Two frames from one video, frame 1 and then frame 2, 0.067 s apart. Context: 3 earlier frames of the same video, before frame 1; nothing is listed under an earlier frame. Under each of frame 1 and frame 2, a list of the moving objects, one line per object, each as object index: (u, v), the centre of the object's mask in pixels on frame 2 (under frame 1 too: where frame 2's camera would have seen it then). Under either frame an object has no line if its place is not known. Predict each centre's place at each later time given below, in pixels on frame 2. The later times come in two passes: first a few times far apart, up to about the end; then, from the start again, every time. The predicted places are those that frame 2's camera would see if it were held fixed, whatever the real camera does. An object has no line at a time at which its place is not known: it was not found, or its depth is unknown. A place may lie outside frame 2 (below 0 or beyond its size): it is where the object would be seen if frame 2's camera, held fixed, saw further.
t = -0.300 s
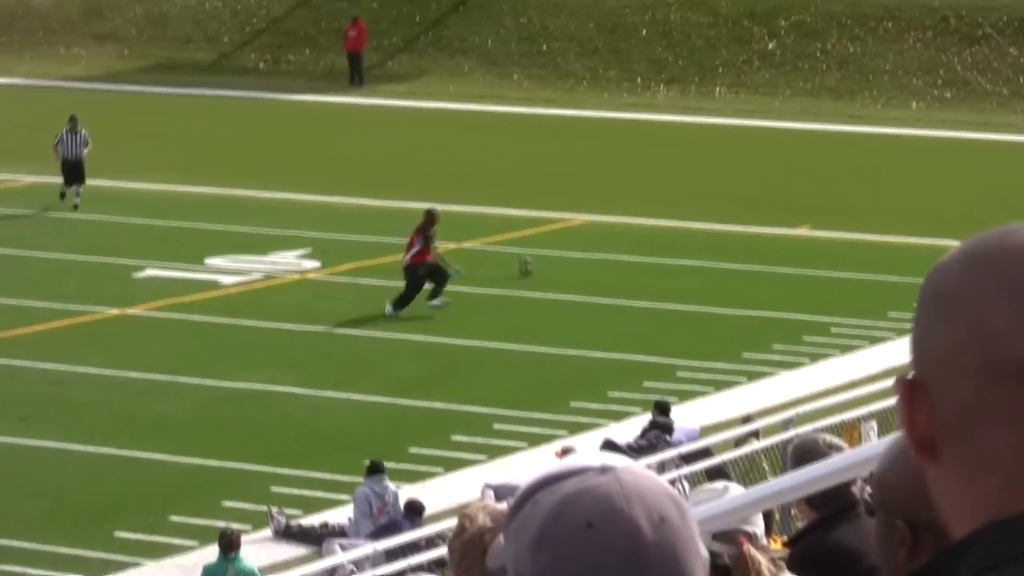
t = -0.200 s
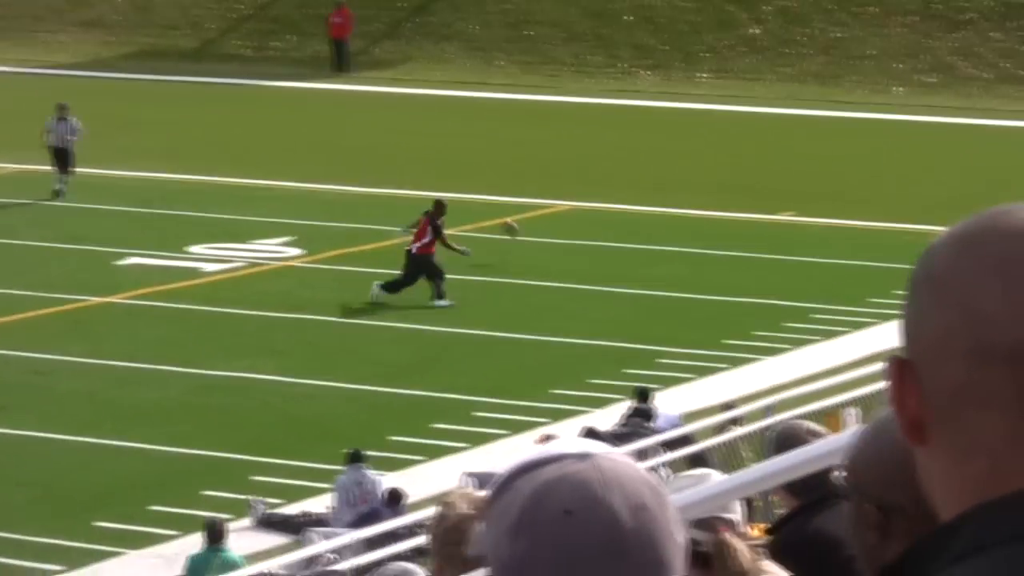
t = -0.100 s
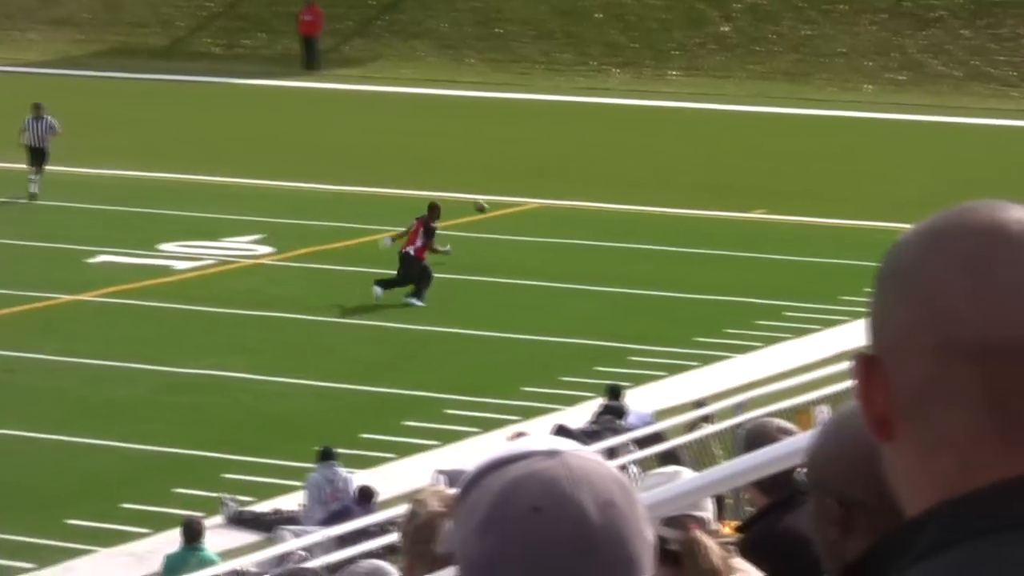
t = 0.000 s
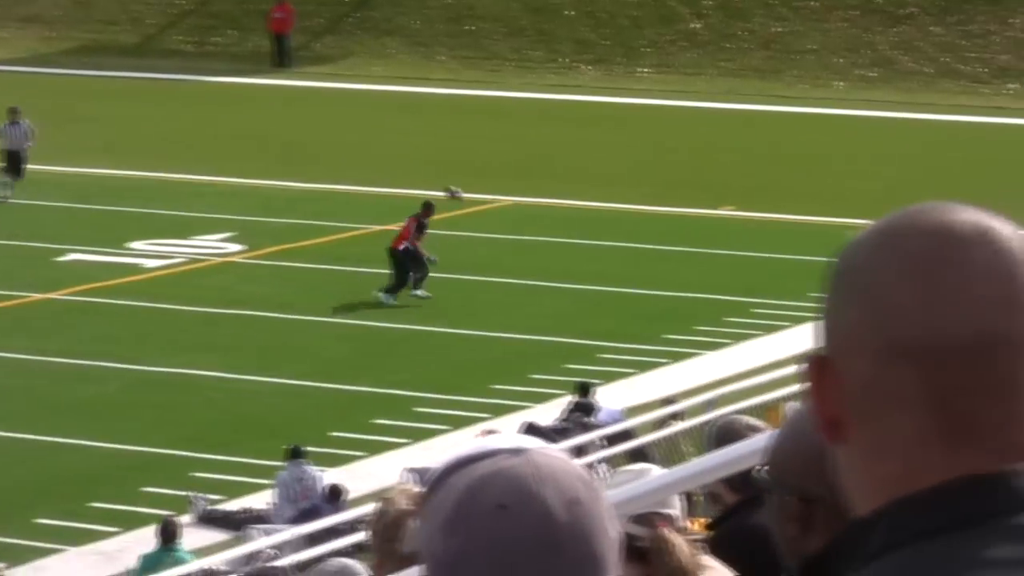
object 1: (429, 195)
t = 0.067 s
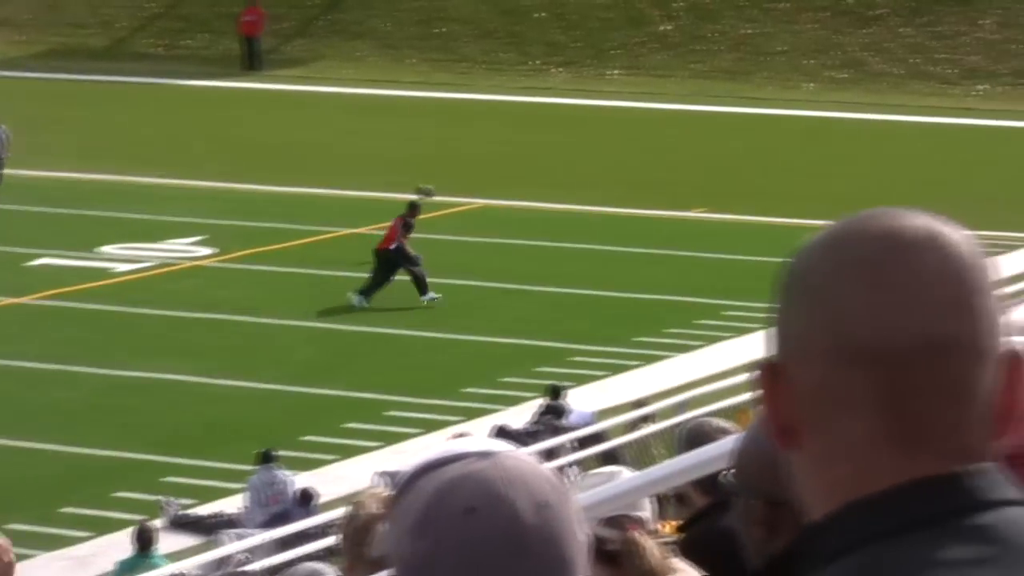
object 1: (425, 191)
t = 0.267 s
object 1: (422, 198)
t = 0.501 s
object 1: (436, 238)
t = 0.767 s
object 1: (432, 220)
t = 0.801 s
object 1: (437, 220)
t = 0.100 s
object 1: (424, 191)
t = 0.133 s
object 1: (423, 192)
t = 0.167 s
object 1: (423, 193)
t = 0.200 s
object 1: (423, 194)
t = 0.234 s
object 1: (422, 196)
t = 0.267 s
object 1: (422, 198)
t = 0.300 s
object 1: (424, 203)
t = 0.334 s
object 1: (426, 207)
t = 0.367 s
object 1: (426, 211)
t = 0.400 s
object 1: (428, 217)
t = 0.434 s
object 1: (434, 225)
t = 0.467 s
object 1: (437, 231)
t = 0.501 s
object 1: (436, 238)
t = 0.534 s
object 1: (438, 241)
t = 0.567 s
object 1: (439, 238)
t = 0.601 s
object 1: (439, 233)
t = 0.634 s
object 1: (438, 229)
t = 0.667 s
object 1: (437, 225)
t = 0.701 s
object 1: (435, 222)
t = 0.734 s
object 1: (435, 221)
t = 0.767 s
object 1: (432, 220)
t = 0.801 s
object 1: (437, 220)
